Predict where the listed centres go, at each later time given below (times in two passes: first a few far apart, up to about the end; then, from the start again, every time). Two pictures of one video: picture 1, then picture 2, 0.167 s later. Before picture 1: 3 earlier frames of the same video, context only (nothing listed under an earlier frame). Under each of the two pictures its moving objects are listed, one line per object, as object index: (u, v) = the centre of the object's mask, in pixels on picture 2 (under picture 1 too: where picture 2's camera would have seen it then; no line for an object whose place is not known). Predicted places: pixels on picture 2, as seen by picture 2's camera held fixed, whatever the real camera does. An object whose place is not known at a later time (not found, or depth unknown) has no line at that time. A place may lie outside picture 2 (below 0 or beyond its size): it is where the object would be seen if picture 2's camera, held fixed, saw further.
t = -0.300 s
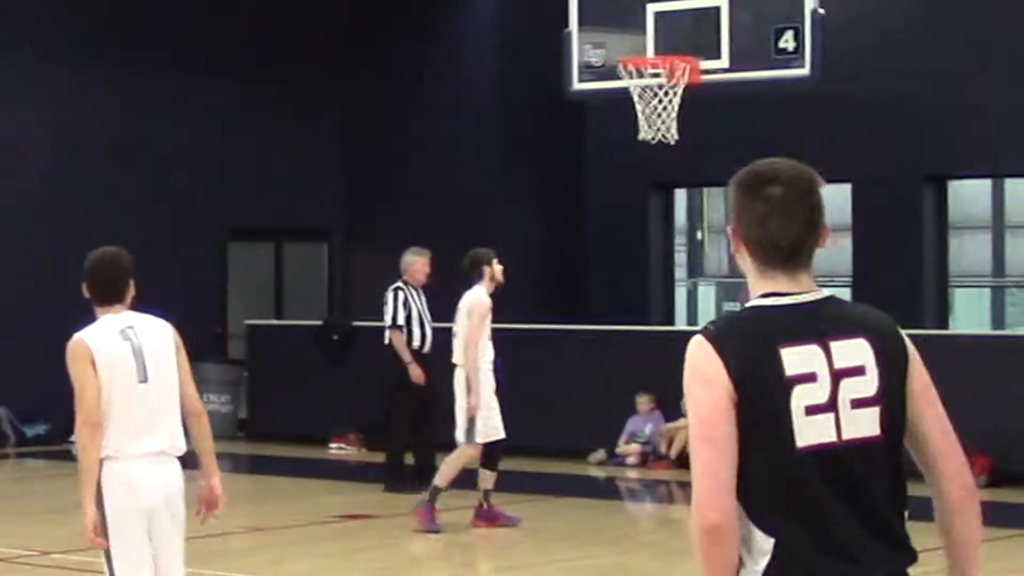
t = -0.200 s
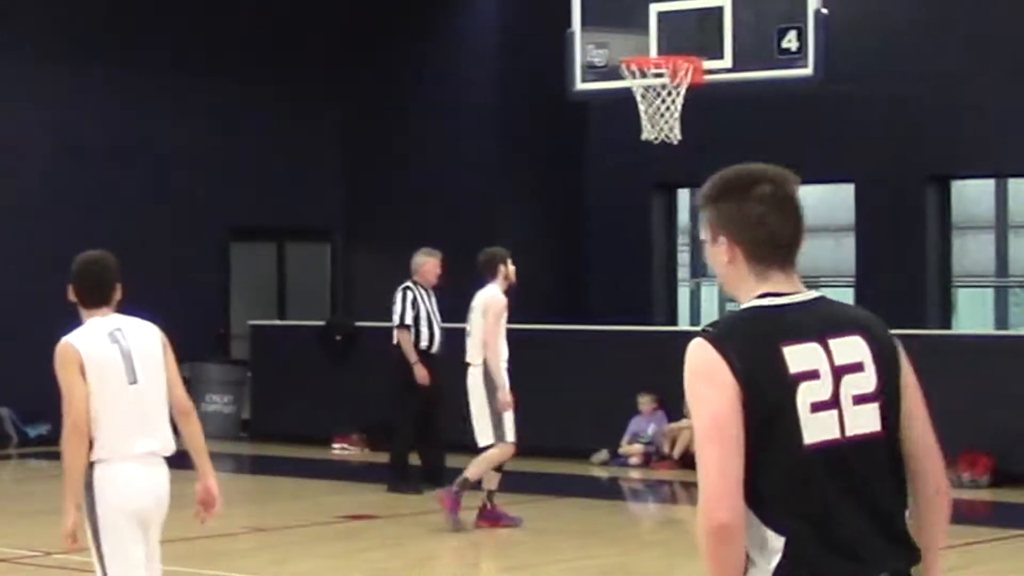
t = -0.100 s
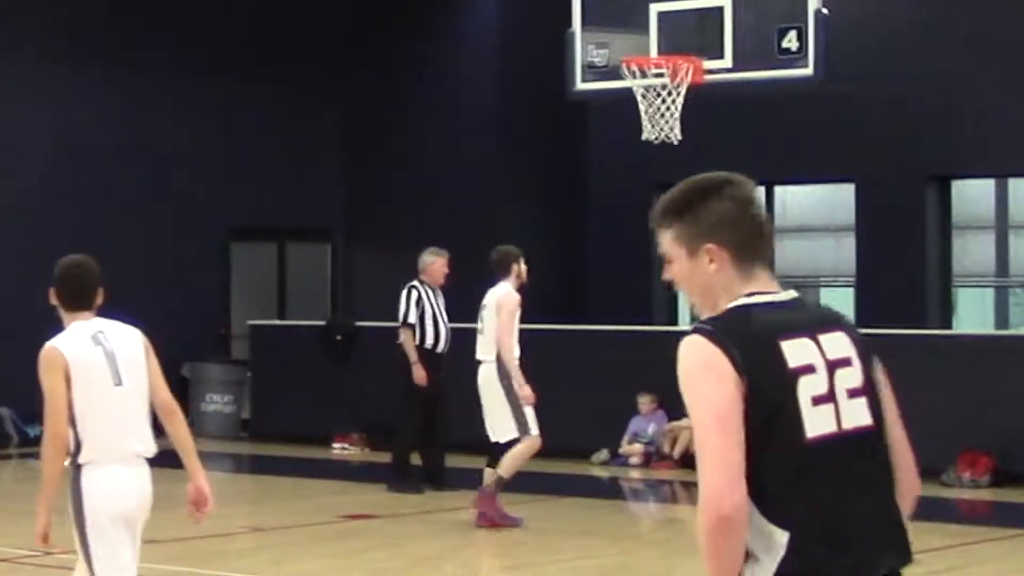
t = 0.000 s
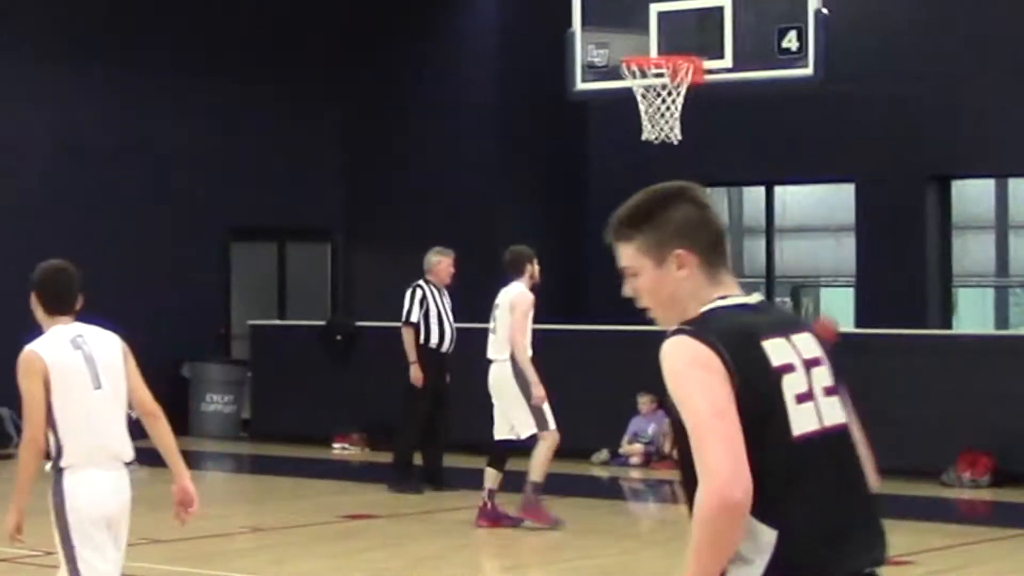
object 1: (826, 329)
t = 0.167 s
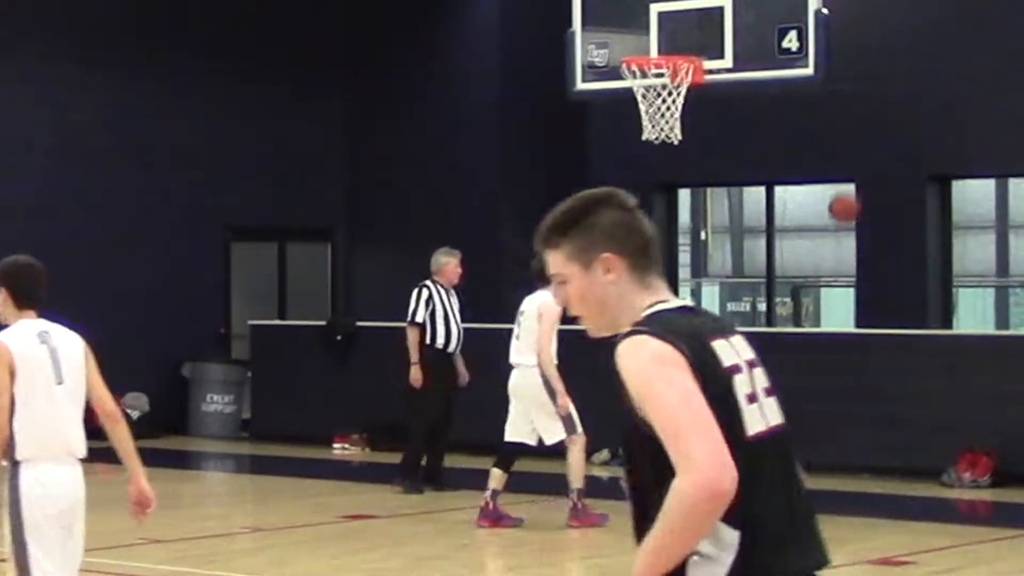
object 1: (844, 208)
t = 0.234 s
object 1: (853, 169)
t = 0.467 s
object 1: (881, 90)
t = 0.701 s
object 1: (909, 81)
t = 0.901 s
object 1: (930, 124)
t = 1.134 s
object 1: (954, 226)
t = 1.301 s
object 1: (970, 325)
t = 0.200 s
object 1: (850, 186)
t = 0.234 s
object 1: (853, 169)
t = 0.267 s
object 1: (857, 154)
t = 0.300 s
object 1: (861, 139)
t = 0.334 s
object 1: (865, 127)
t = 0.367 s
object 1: (870, 115)
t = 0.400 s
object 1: (873, 105)
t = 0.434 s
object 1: (877, 97)
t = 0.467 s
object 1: (881, 90)
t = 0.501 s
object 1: (885, 85)
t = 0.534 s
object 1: (890, 81)
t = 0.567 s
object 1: (893, 79)
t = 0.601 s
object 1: (897, 77)
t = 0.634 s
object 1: (901, 77)
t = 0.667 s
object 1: (905, 78)
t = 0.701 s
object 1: (909, 81)
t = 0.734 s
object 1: (912, 86)
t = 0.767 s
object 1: (916, 90)
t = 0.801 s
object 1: (920, 96)
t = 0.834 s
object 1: (923, 105)
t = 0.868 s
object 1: (926, 113)
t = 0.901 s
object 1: (930, 124)
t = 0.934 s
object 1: (934, 135)
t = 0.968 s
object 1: (937, 147)
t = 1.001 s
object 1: (940, 160)
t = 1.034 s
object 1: (943, 175)
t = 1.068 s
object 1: (947, 190)
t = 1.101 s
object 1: (951, 208)
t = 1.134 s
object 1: (954, 226)
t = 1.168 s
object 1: (957, 245)
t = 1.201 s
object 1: (960, 266)
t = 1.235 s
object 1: (962, 287)
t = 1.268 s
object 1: (966, 308)
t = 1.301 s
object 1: (970, 325)
